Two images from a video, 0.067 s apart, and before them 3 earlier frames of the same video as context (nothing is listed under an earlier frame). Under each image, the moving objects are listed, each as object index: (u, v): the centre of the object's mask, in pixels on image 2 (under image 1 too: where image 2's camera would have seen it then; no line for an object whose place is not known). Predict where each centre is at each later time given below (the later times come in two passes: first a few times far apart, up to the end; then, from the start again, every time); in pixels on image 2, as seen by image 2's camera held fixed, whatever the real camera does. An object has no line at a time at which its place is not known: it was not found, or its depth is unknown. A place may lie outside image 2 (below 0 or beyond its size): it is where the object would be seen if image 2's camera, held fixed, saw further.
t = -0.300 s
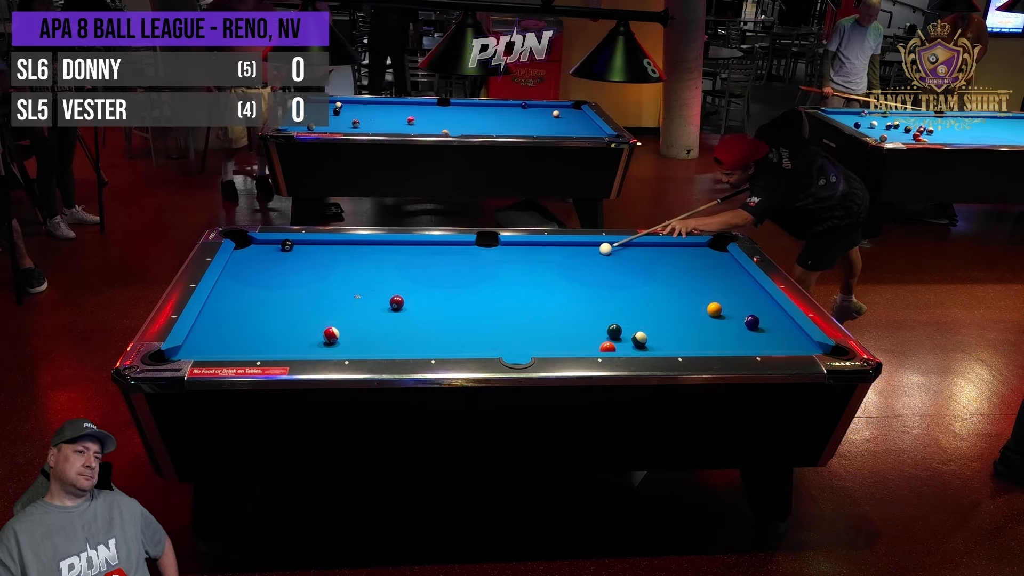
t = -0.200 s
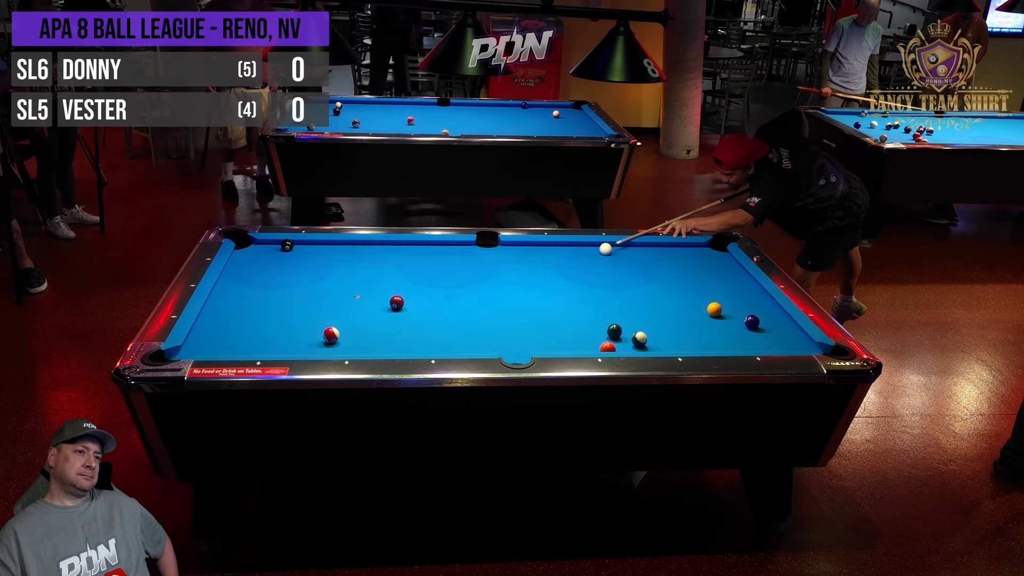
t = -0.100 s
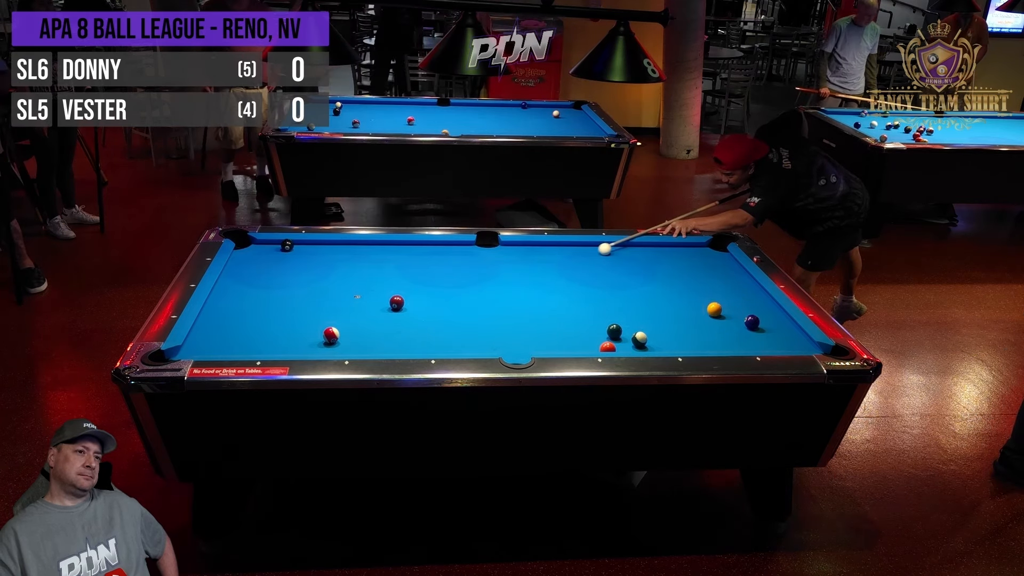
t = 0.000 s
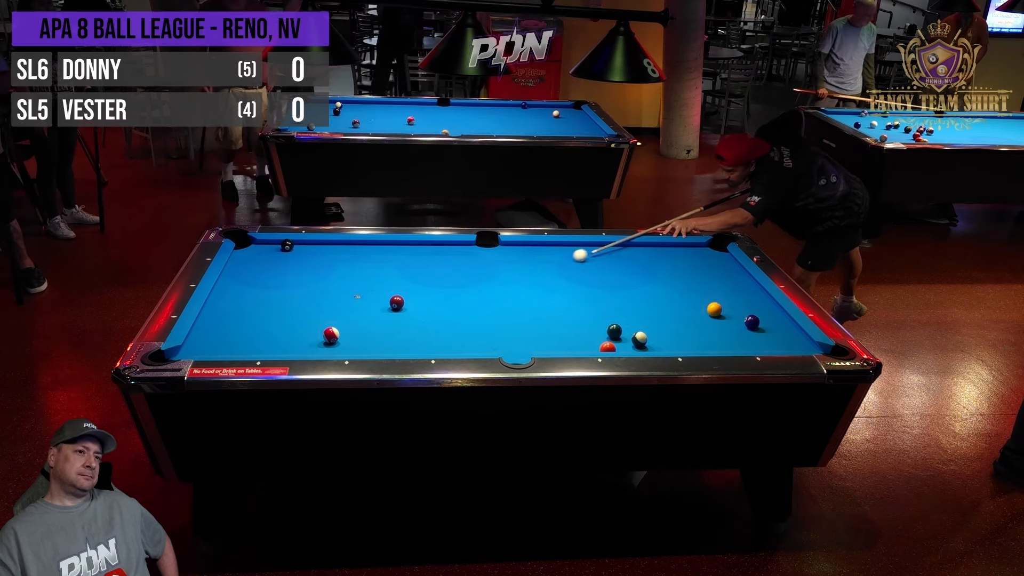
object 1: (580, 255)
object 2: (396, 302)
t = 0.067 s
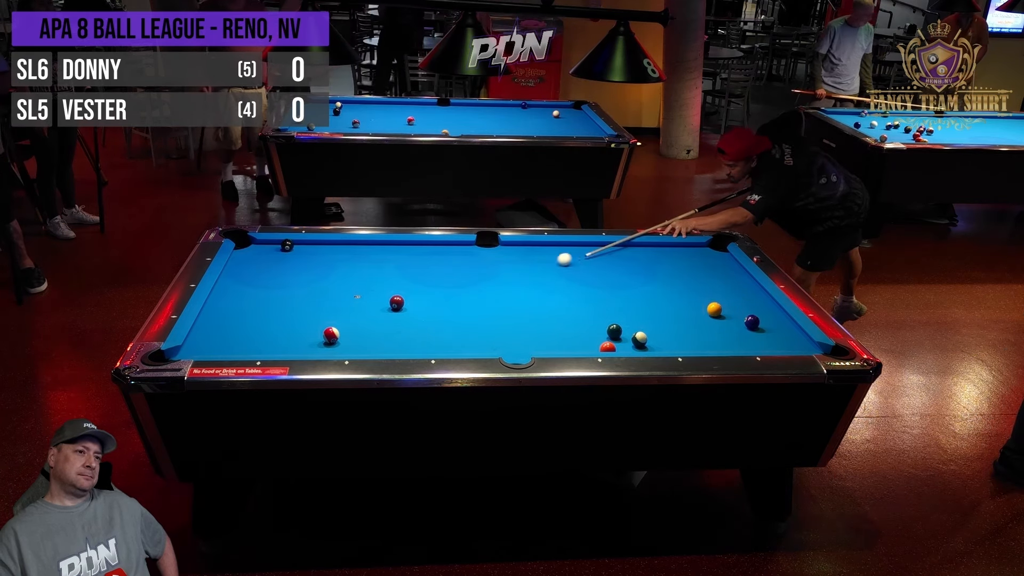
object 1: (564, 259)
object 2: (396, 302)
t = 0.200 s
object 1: (532, 267)
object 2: (396, 302)
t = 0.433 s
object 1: (472, 283)
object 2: (396, 302)
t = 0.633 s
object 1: (417, 297)
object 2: (397, 302)
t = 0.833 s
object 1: (401, 300)
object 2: (353, 314)
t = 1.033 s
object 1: (385, 302)
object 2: (313, 326)
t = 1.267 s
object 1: (368, 305)
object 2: (263, 340)
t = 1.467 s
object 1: (354, 308)
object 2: (218, 350)
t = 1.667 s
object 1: (340, 310)
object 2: (191, 349)
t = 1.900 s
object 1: (325, 313)
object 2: (205, 347)
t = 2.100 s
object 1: (313, 315)
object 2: (220, 345)
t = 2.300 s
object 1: (302, 317)
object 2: (233, 344)
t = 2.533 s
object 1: (289, 320)
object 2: (248, 343)
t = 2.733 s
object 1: (279, 321)
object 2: (260, 341)
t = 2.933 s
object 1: (270, 323)
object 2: (271, 340)
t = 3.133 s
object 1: (262, 325)
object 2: (281, 339)
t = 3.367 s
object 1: (254, 326)
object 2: (291, 338)
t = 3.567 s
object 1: (247, 327)
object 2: (299, 338)
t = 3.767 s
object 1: (242, 328)
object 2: (306, 337)
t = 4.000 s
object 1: (237, 329)
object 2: (313, 336)
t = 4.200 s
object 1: (233, 330)
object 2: (315, 336)
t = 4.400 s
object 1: (231, 331)
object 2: (315, 335)
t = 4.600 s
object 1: (230, 331)
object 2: (315, 335)
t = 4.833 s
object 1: (230, 331)
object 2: (315, 335)
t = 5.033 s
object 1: (230, 330)
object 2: (315, 335)
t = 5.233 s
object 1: (230, 330)
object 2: (315, 335)
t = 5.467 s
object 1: (230, 330)
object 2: (315, 335)
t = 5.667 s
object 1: (230, 330)
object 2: (315, 335)
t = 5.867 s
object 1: (230, 330)
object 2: (315, 335)
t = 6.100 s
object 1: (230, 330)
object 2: (315, 335)
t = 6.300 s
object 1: (230, 330)
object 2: (315, 335)
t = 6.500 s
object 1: (230, 330)
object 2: (315, 335)
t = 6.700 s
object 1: (230, 330)
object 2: (315, 335)
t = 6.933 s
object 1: (230, 330)
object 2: (315, 335)
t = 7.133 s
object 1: (230, 330)
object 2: (315, 335)
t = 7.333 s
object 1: (230, 330)
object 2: (315, 335)
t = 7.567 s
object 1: (230, 330)
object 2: (315, 335)
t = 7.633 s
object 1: (230, 330)
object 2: (315, 335)
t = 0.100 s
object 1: (556, 261)
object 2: (396, 302)
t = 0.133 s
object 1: (548, 263)
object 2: (396, 302)
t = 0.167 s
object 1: (540, 265)
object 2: (396, 302)
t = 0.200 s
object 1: (532, 267)
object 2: (396, 302)
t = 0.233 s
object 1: (524, 270)
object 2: (396, 302)
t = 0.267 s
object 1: (516, 272)
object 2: (396, 302)
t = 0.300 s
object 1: (507, 274)
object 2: (396, 302)
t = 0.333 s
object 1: (498, 276)
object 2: (396, 302)
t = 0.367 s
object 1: (490, 278)
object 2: (396, 302)
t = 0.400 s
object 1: (481, 280)
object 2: (396, 302)
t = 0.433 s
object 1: (472, 283)
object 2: (396, 302)
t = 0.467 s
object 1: (463, 285)
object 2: (396, 302)
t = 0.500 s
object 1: (454, 287)
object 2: (396, 302)
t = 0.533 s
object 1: (445, 290)
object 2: (396, 302)
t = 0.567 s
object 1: (435, 292)
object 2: (396, 302)
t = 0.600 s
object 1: (426, 294)
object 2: (396, 302)
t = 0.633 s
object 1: (417, 297)
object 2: (397, 302)
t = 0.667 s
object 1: (409, 299)
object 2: (394, 302)
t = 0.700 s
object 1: (408, 299)
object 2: (385, 305)
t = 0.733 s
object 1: (407, 299)
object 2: (377, 308)
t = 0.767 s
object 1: (405, 299)
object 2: (368, 310)
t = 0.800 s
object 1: (403, 299)
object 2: (361, 312)
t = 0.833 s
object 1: (401, 300)
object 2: (353, 314)
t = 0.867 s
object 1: (398, 300)
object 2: (347, 316)
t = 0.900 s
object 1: (395, 301)
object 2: (340, 318)
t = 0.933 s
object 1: (393, 301)
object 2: (334, 319)
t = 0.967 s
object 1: (390, 302)
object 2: (326, 321)
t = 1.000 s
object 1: (388, 302)
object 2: (319, 324)
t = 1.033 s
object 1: (385, 302)
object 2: (313, 326)
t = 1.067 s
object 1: (383, 302)
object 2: (306, 328)
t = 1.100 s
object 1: (380, 303)
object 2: (299, 330)
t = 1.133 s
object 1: (378, 303)
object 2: (292, 332)
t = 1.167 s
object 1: (375, 304)
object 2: (285, 334)
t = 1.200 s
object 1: (373, 304)
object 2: (277, 336)
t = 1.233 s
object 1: (370, 305)
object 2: (270, 338)
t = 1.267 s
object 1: (368, 305)
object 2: (263, 340)
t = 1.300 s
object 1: (366, 305)
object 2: (256, 342)
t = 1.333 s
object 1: (363, 306)
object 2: (248, 344)
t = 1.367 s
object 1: (361, 306)
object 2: (241, 346)
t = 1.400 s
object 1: (359, 307)
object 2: (233, 348)
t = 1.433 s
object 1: (356, 307)
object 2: (226, 349)
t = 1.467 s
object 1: (354, 308)
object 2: (218, 350)
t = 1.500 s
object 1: (351, 308)
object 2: (212, 351)
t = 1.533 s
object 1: (349, 309)
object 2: (207, 350)
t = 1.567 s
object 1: (347, 309)
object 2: (203, 349)
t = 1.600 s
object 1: (345, 309)
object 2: (199, 349)
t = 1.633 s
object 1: (342, 310)
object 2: (195, 349)
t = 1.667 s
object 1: (340, 310)
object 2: (191, 349)
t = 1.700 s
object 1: (338, 311)
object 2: (188, 348)
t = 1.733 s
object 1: (336, 311)
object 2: (191, 348)
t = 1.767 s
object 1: (334, 311)
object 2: (194, 347)
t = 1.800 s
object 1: (331, 312)
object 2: (197, 347)
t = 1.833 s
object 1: (329, 312)
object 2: (199, 347)
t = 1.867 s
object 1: (327, 312)
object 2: (202, 347)
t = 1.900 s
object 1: (325, 313)
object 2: (205, 347)
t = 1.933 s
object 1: (323, 313)
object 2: (207, 347)
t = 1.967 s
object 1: (321, 314)
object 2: (210, 346)
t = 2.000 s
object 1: (319, 314)
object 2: (212, 346)
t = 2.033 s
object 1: (317, 314)
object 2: (215, 346)
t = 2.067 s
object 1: (315, 315)
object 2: (217, 346)
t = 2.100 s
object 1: (313, 315)
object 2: (220, 345)
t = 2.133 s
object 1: (311, 316)
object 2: (222, 345)
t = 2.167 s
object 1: (309, 316)
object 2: (224, 345)
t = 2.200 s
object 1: (307, 316)
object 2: (227, 345)
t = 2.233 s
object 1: (305, 317)
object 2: (229, 344)
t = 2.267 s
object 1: (303, 317)
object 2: (231, 344)
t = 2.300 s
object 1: (302, 317)
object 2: (233, 344)
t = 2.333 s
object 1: (300, 317)
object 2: (235, 344)
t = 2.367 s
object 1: (298, 318)
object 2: (238, 344)
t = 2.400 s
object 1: (296, 318)
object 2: (240, 344)
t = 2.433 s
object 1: (294, 319)
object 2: (242, 343)
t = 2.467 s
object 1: (293, 319)
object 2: (244, 343)
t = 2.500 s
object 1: (291, 319)
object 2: (246, 343)
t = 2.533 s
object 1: (289, 320)
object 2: (248, 343)
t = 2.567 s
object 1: (287, 320)
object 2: (250, 342)
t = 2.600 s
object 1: (286, 320)
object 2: (252, 342)
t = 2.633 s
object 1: (284, 320)
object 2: (254, 342)
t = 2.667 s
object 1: (282, 321)
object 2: (256, 342)
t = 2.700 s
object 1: (281, 321)
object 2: (258, 342)
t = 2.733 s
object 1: (279, 321)
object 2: (260, 341)
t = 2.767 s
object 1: (278, 321)
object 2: (262, 341)
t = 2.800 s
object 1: (276, 322)
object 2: (263, 341)
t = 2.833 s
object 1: (275, 322)
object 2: (265, 341)
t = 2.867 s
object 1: (273, 322)
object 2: (267, 341)
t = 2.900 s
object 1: (272, 323)
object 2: (269, 341)
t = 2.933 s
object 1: (270, 323)
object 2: (271, 340)
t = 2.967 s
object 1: (269, 323)
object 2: (272, 340)
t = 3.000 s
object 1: (267, 324)
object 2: (274, 340)
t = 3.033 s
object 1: (266, 324)
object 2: (276, 340)
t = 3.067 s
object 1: (265, 324)
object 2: (277, 340)
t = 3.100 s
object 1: (263, 324)
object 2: (279, 340)
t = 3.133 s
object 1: (262, 325)
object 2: (281, 339)
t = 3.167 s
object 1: (261, 325)
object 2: (282, 339)
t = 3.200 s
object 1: (260, 325)
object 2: (284, 339)
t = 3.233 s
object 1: (258, 325)
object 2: (285, 339)
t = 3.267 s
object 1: (257, 326)
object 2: (286, 339)
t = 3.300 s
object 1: (256, 326)
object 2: (288, 339)
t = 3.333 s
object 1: (255, 326)
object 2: (289, 339)
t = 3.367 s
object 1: (254, 326)
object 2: (291, 338)
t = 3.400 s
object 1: (252, 326)
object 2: (292, 338)
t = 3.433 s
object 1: (252, 326)
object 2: (294, 338)
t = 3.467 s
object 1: (250, 327)
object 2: (295, 338)
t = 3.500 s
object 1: (249, 327)
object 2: (296, 338)
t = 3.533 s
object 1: (248, 327)
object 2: (298, 338)
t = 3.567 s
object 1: (247, 327)
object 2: (299, 338)
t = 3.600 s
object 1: (246, 328)
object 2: (300, 338)
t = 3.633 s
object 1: (245, 328)
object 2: (301, 337)
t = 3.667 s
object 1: (245, 328)
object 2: (302, 337)
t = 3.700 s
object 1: (244, 328)
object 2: (304, 337)
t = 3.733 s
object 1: (243, 328)
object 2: (305, 337)
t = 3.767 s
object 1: (242, 328)
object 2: (306, 337)
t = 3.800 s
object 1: (241, 329)
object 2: (307, 337)
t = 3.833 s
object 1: (240, 328)
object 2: (308, 337)
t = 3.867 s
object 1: (240, 329)
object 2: (309, 337)
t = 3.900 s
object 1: (239, 329)
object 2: (310, 336)
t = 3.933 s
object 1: (238, 329)
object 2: (311, 337)
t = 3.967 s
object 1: (237, 329)
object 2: (312, 336)
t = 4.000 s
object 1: (237, 329)
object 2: (313, 336)
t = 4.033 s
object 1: (236, 329)
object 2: (314, 336)
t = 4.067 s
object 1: (236, 329)
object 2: (314, 336)
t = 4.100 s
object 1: (235, 330)
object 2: (314, 336)
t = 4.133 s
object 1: (235, 330)
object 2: (314, 336)
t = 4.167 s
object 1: (234, 330)
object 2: (314, 336)
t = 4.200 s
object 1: (233, 330)
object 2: (315, 336)
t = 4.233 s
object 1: (233, 330)
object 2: (315, 336)
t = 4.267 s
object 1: (233, 330)
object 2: (315, 336)
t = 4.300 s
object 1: (232, 330)
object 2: (315, 336)
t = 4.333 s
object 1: (232, 330)
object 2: (315, 336)
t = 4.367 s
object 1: (231, 330)
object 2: (315, 336)
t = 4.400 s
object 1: (231, 331)
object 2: (315, 335)
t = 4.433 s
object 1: (231, 331)
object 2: (315, 336)
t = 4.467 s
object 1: (230, 331)
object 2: (316, 335)
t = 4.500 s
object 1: (230, 331)
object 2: (315, 335)
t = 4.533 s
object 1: (230, 331)
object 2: (315, 335)
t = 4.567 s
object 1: (230, 331)
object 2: (315, 335)
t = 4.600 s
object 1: (230, 331)
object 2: (315, 335)
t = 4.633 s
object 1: (230, 331)
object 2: (315, 335)
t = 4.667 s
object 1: (230, 331)
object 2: (315, 335)
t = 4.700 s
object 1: (230, 331)
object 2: (315, 335)
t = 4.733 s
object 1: (230, 331)
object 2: (315, 335)
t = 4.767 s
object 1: (230, 331)
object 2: (315, 335)
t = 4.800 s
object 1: (229, 331)
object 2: (315, 335)
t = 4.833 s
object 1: (230, 331)
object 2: (315, 335)
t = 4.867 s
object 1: (230, 331)
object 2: (315, 335)
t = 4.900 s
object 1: (230, 331)
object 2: (315, 335)
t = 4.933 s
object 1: (230, 330)
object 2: (315, 335)
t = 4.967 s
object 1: (230, 330)
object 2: (315, 335)
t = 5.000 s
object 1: (230, 330)
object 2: (315, 335)
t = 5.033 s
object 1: (230, 330)
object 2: (315, 335)
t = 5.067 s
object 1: (230, 330)
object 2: (315, 335)
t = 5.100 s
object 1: (230, 330)
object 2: (315, 335)
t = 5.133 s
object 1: (230, 330)
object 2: (315, 335)
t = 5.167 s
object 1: (230, 330)
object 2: (315, 335)
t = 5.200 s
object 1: (230, 330)
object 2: (315, 335)
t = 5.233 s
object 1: (230, 330)
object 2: (315, 335)
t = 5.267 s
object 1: (230, 330)
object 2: (315, 335)
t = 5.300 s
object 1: (230, 330)
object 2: (315, 335)
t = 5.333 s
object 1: (230, 330)
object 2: (315, 335)
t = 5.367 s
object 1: (230, 330)
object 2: (315, 335)
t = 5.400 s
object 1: (230, 330)
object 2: (315, 335)
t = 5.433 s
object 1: (230, 330)
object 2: (315, 335)
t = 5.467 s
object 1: (230, 330)
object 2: (315, 335)
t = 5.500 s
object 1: (230, 330)
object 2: (315, 335)
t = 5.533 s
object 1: (230, 330)
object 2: (315, 335)
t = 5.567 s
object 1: (230, 330)
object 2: (315, 335)
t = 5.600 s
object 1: (230, 330)
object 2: (315, 335)
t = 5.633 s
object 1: (230, 330)
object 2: (315, 335)
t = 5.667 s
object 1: (230, 330)
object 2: (315, 335)
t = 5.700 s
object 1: (230, 330)
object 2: (315, 335)
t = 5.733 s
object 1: (230, 330)
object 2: (315, 335)
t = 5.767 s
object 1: (230, 330)
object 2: (315, 335)
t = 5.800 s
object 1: (230, 330)
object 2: (315, 335)
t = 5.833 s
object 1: (230, 330)
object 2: (315, 335)
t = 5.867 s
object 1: (230, 330)
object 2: (315, 335)
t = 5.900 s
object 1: (230, 330)
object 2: (315, 335)
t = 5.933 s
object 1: (230, 330)
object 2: (315, 335)
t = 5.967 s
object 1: (230, 330)
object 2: (315, 335)
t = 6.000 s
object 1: (230, 330)
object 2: (315, 335)
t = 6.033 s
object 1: (230, 330)
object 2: (315, 335)
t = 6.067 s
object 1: (230, 330)
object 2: (315, 335)
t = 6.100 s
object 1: (230, 330)
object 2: (315, 335)
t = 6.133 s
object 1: (230, 330)
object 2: (315, 335)
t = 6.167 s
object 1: (230, 330)
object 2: (315, 335)
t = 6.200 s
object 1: (230, 330)
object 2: (315, 335)
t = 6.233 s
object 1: (230, 330)
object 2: (315, 335)
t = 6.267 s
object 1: (230, 330)
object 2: (315, 335)
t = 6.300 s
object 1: (230, 330)
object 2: (315, 335)
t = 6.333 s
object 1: (230, 330)
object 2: (315, 335)
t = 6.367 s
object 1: (230, 330)
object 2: (315, 335)
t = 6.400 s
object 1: (230, 330)
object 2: (315, 335)
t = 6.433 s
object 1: (230, 330)
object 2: (315, 335)
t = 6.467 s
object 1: (230, 330)
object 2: (315, 335)
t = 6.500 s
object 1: (230, 330)
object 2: (315, 335)
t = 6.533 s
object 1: (230, 330)
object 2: (315, 335)
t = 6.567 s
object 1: (230, 330)
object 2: (315, 335)
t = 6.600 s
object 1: (230, 330)
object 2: (315, 335)
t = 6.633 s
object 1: (230, 330)
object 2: (315, 335)
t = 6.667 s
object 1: (230, 330)
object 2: (315, 335)
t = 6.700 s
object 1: (230, 330)
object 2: (315, 335)
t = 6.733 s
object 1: (230, 330)
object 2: (315, 335)
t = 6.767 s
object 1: (230, 330)
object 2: (315, 335)
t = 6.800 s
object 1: (230, 330)
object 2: (315, 335)
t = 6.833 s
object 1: (230, 330)
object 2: (315, 335)
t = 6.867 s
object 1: (230, 330)
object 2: (315, 335)
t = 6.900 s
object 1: (230, 330)
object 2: (315, 335)
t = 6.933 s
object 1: (230, 330)
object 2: (315, 335)
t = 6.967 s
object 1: (230, 330)
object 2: (315, 335)
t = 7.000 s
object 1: (230, 330)
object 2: (315, 335)
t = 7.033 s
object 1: (230, 330)
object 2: (315, 335)
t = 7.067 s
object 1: (230, 330)
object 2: (315, 335)
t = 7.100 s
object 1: (230, 330)
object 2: (315, 335)
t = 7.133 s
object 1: (230, 330)
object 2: (315, 335)
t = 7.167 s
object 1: (230, 330)
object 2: (315, 335)
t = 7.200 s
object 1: (230, 330)
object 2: (315, 335)
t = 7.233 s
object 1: (230, 330)
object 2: (315, 335)
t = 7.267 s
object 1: (230, 330)
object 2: (315, 335)
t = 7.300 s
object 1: (230, 330)
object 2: (315, 335)
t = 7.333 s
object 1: (230, 330)
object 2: (315, 335)
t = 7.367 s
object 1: (230, 330)
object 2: (315, 335)
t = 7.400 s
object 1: (230, 330)
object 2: (315, 335)
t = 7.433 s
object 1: (230, 330)
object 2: (315, 335)
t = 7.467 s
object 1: (230, 330)
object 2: (315, 335)
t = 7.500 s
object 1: (230, 330)
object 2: (315, 335)
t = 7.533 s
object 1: (230, 330)
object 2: (315, 335)
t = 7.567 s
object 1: (230, 330)
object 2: (315, 335)
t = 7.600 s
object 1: (230, 330)
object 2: (315, 335)
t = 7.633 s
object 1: (230, 330)
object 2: (315, 335)
